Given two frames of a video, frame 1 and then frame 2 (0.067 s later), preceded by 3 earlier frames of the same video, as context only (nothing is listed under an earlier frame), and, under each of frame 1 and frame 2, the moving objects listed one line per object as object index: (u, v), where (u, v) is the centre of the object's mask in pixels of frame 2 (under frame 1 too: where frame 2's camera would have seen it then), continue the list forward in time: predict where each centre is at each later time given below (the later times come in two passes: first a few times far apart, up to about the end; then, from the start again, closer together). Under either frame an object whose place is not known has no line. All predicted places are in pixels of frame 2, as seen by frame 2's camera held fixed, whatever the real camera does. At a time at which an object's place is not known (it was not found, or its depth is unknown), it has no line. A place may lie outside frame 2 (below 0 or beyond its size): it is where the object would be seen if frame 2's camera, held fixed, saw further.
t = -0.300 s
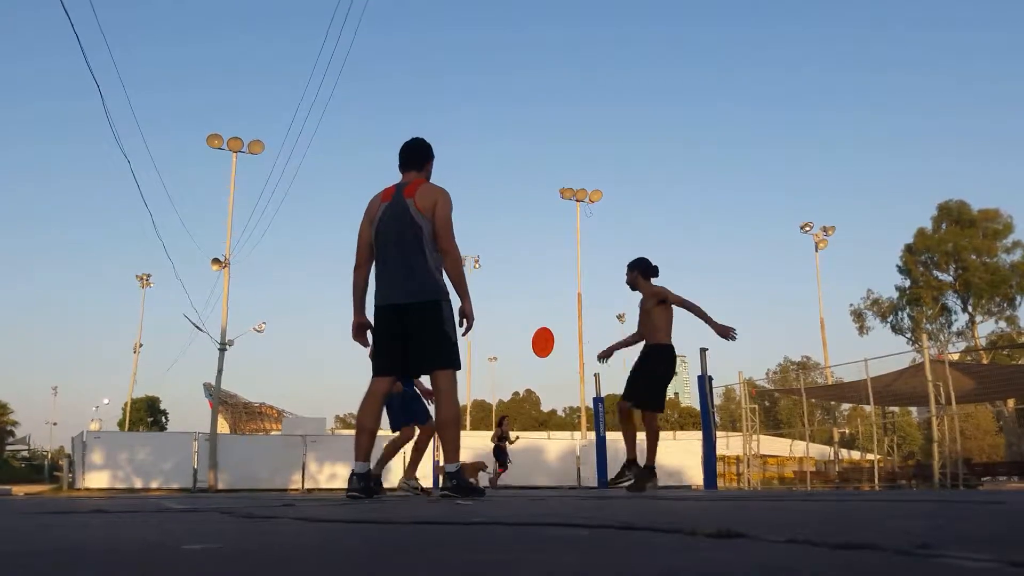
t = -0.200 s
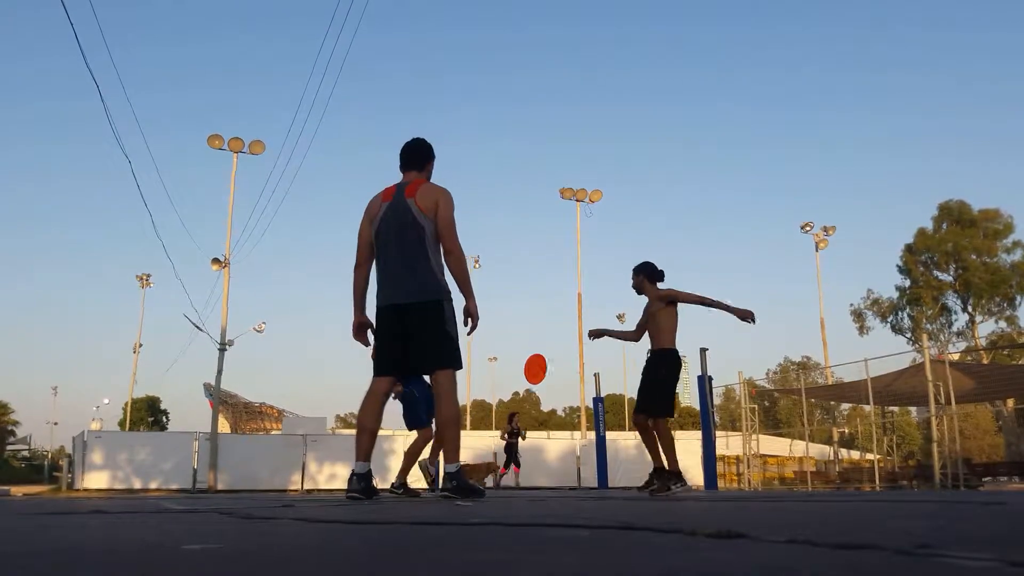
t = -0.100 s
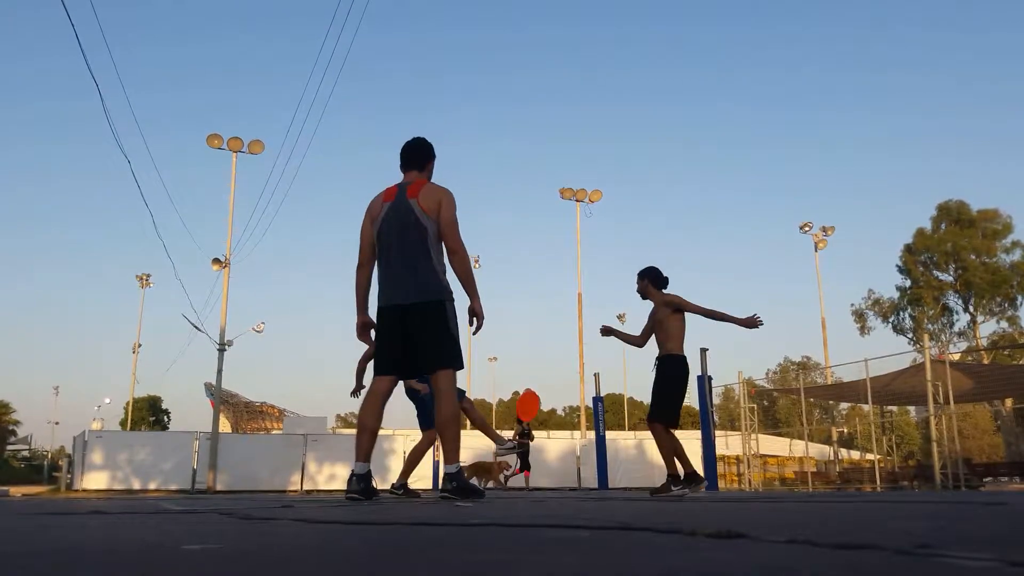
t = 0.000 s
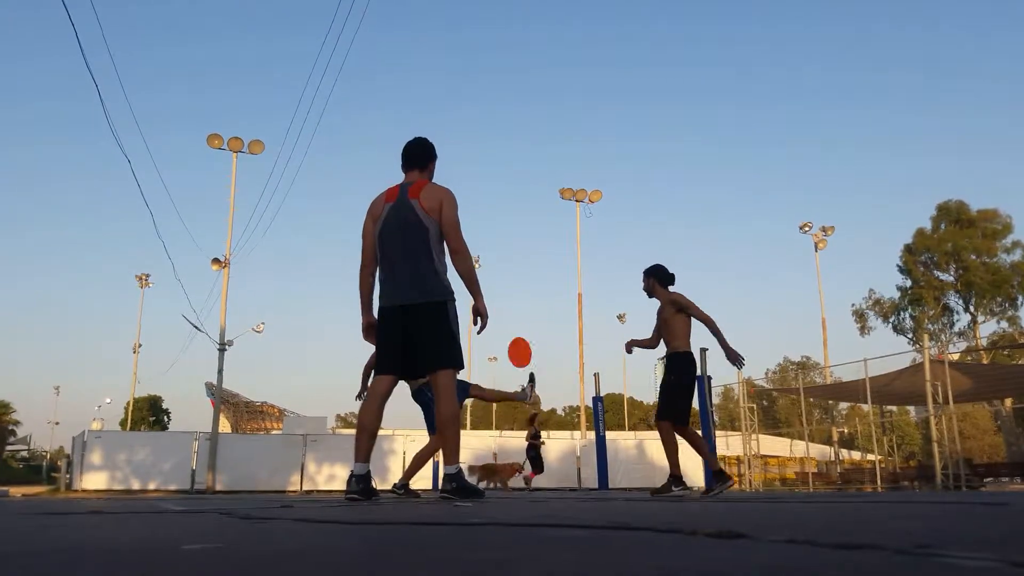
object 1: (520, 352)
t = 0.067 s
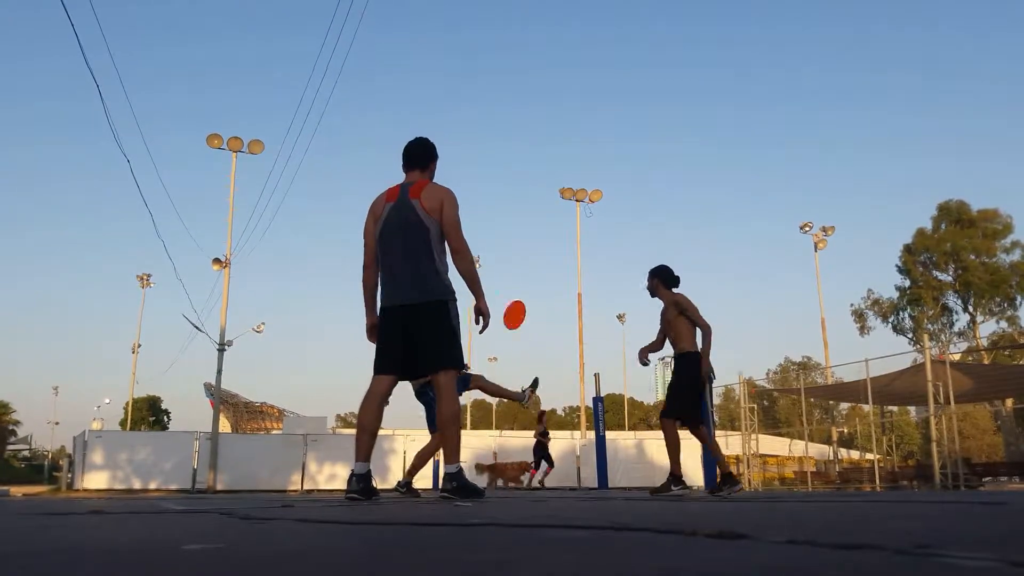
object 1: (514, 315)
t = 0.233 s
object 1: (506, 253)
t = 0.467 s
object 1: (498, 223)
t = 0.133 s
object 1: (511, 286)
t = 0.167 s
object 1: (510, 273)
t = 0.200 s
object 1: (508, 262)
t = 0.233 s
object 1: (506, 253)
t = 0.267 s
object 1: (505, 245)
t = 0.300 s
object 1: (504, 239)
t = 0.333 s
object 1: (503, 233)
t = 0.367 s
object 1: (501, 228)
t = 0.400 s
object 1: (500, 226)
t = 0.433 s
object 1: (499, 224)
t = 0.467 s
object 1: (498, 223)
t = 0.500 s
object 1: (497, 223)
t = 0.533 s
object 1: (495, 224)
